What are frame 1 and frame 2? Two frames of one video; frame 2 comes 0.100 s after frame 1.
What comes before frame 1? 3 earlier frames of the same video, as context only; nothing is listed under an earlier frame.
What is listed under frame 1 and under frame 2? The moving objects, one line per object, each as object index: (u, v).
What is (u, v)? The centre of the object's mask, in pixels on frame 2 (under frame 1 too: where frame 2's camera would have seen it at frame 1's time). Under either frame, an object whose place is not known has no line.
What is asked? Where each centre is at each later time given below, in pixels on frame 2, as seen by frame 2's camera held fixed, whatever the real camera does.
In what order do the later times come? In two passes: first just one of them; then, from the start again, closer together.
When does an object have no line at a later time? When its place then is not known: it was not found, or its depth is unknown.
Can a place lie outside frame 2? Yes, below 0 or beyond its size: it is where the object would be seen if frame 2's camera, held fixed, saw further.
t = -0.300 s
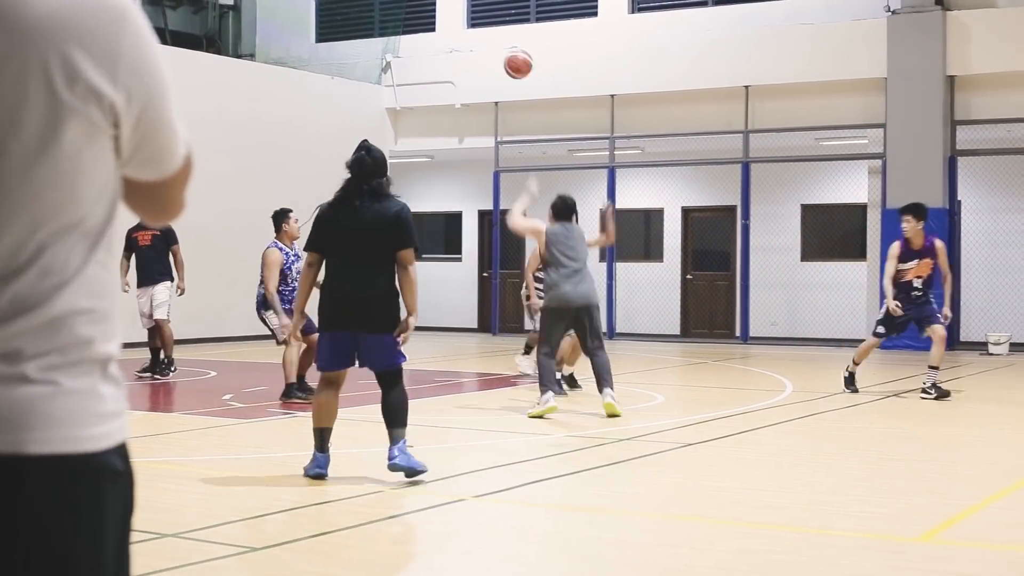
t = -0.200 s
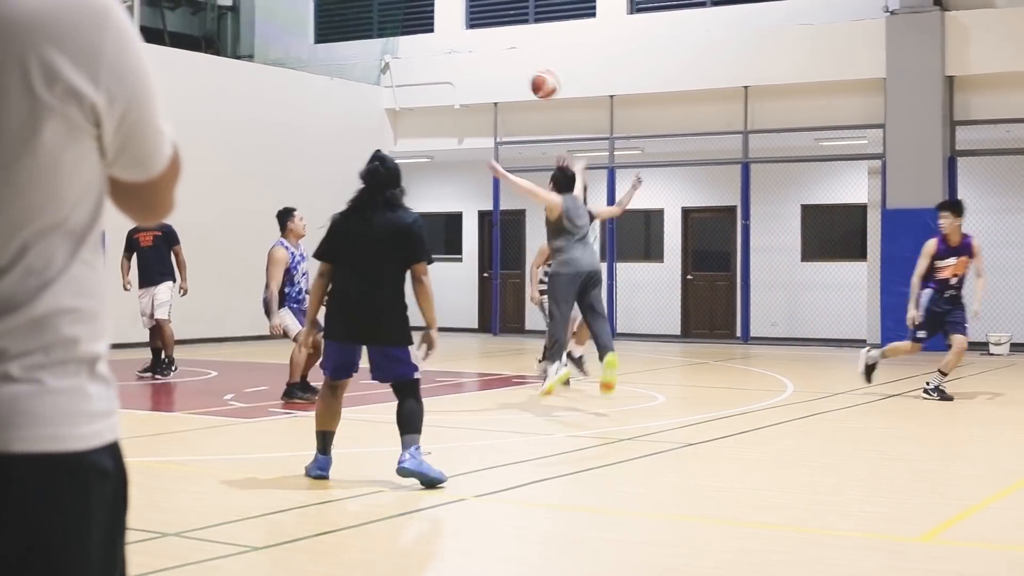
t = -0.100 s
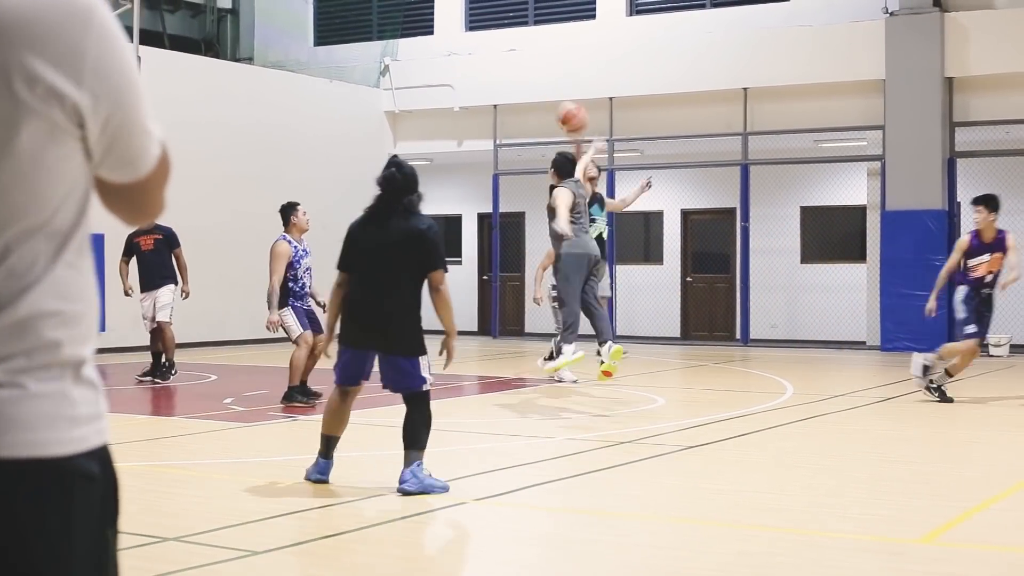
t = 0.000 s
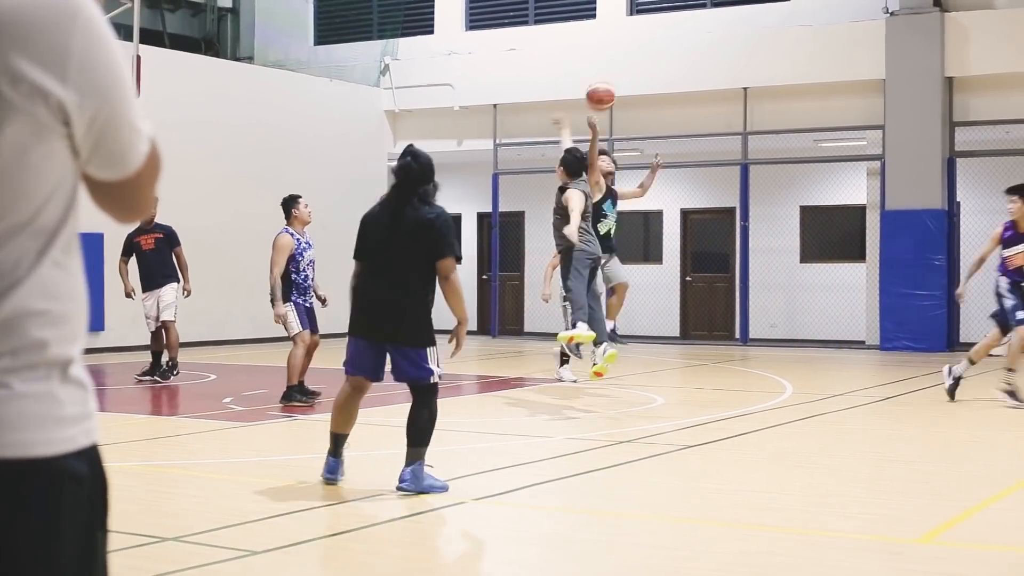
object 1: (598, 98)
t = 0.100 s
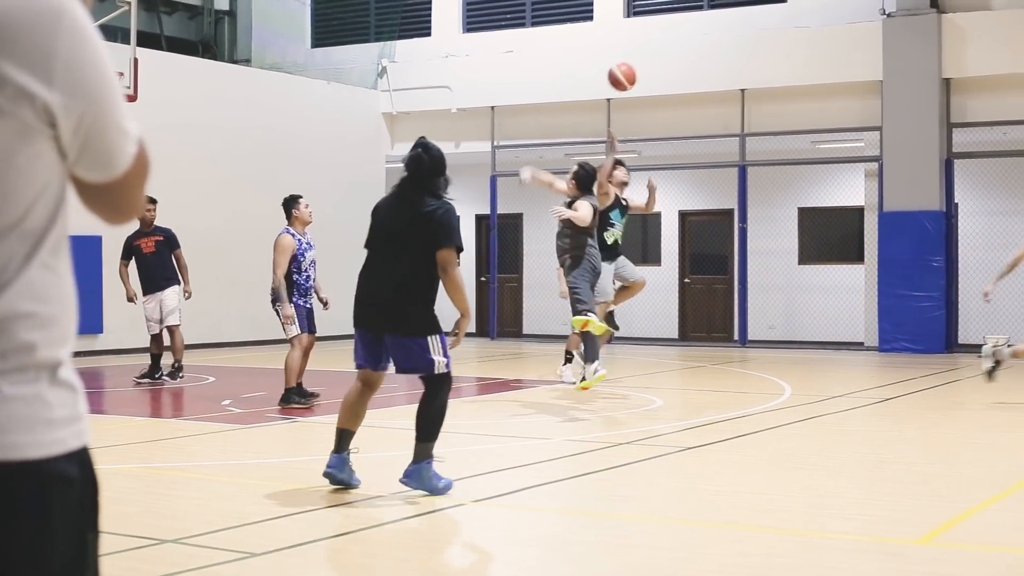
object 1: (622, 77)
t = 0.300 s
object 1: (669, 71)
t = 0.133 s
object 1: (630, 73)
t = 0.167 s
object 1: (637, 71)
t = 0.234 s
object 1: (654, 68)
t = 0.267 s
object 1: (661, 69)
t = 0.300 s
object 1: (669, 71)
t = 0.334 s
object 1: (678, 74)
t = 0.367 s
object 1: (686, 80)
